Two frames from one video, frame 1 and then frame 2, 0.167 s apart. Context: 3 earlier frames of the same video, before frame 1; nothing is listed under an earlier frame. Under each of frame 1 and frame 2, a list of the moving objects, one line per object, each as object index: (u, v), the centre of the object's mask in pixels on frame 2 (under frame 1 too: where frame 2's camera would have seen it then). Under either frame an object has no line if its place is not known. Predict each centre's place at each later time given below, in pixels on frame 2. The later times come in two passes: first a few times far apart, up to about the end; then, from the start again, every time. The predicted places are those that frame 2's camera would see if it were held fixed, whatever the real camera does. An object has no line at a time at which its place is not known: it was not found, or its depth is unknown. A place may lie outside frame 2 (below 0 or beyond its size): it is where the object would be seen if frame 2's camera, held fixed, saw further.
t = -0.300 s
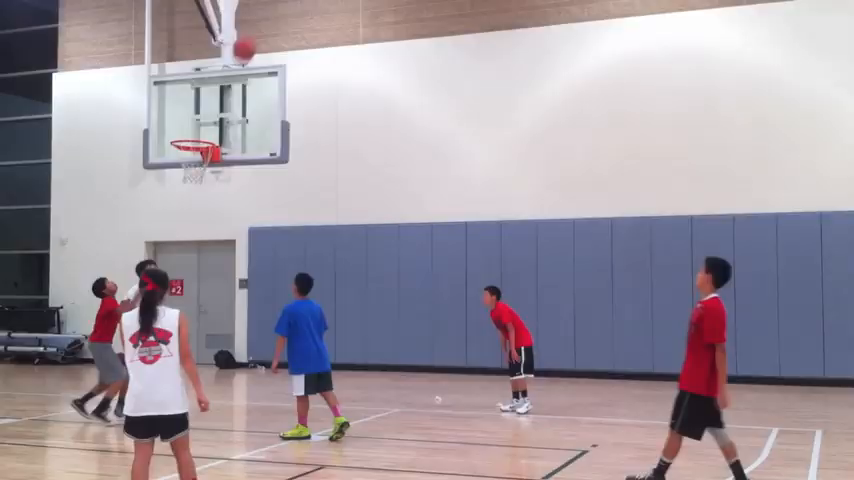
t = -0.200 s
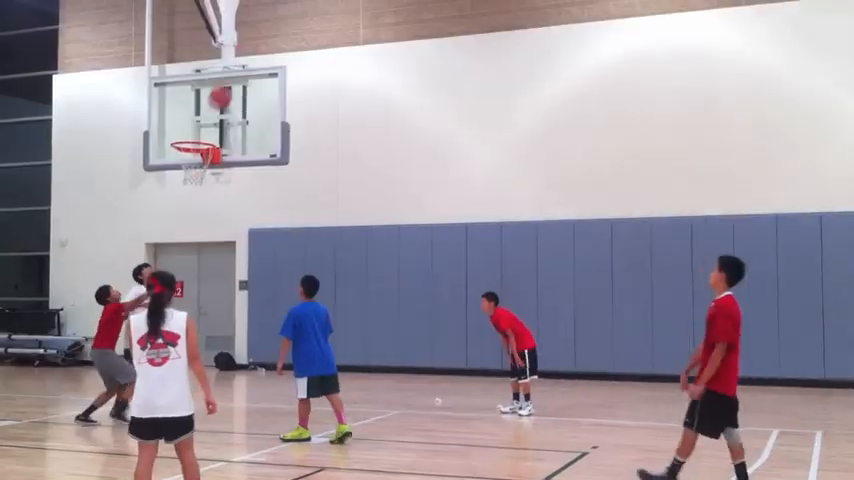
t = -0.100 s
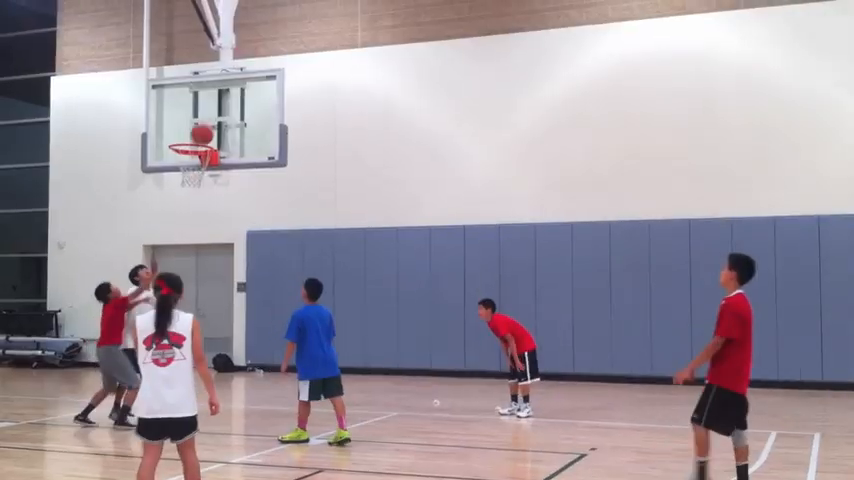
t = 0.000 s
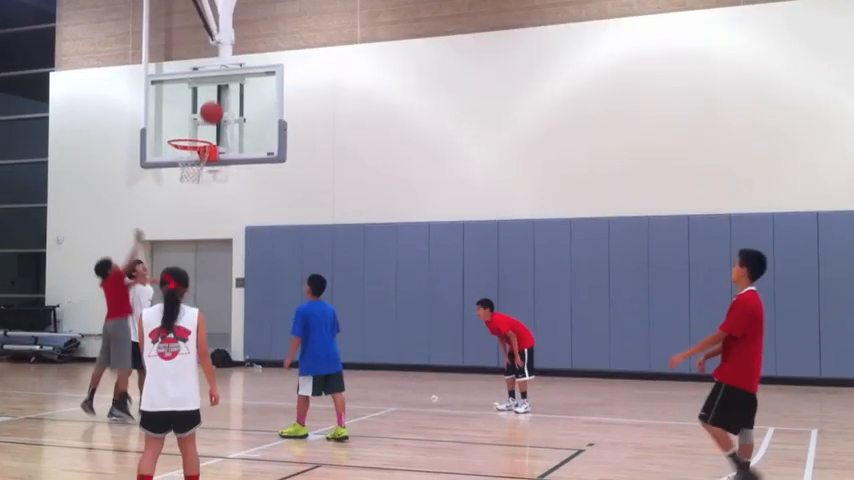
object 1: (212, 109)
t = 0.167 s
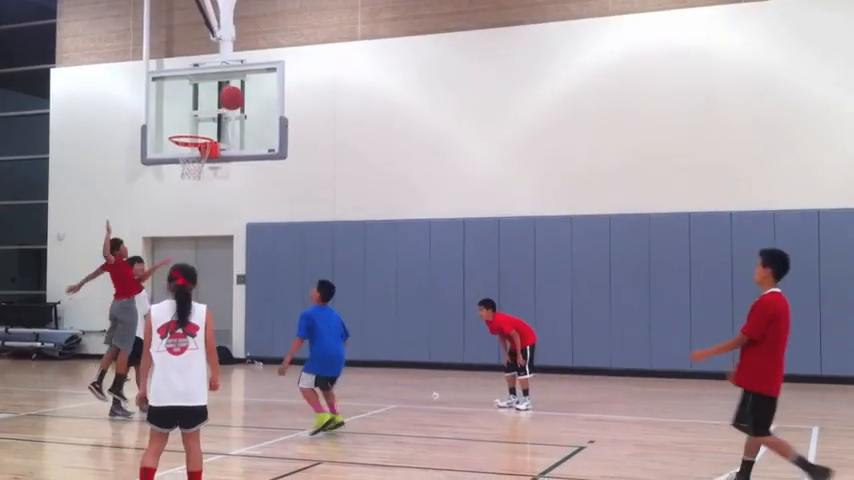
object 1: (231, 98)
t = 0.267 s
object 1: (244, 104)
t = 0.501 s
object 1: (275, 164)
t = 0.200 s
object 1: (235, 99)
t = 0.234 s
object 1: (239, 101)
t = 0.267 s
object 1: (244, 104)
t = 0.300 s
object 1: (249, 108)
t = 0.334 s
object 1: (253, 114)
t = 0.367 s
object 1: (257, 121)
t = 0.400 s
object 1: (262, 129)
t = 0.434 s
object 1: (266, 139)
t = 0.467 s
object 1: (271, 150)
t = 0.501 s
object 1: (275, 164)
